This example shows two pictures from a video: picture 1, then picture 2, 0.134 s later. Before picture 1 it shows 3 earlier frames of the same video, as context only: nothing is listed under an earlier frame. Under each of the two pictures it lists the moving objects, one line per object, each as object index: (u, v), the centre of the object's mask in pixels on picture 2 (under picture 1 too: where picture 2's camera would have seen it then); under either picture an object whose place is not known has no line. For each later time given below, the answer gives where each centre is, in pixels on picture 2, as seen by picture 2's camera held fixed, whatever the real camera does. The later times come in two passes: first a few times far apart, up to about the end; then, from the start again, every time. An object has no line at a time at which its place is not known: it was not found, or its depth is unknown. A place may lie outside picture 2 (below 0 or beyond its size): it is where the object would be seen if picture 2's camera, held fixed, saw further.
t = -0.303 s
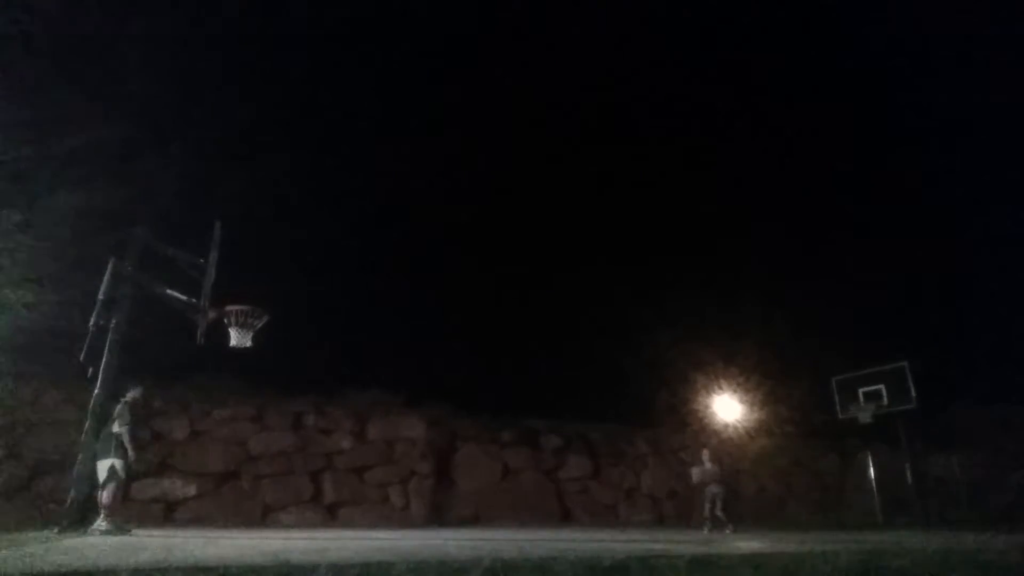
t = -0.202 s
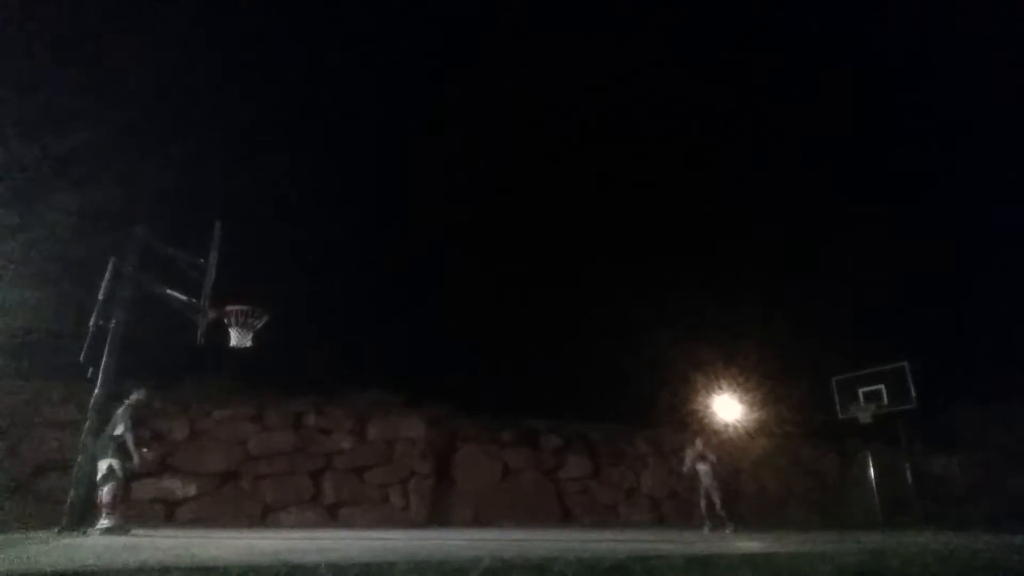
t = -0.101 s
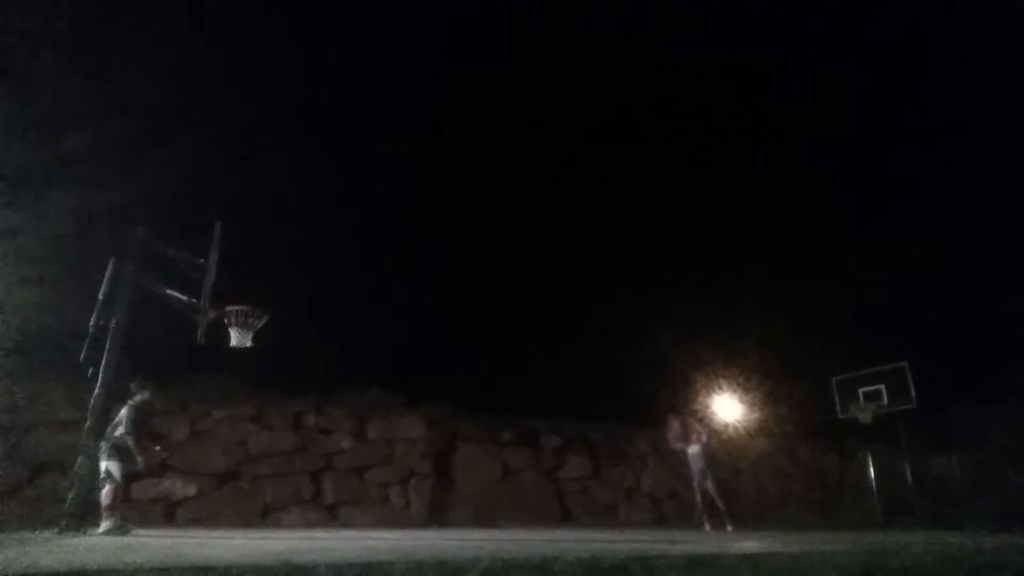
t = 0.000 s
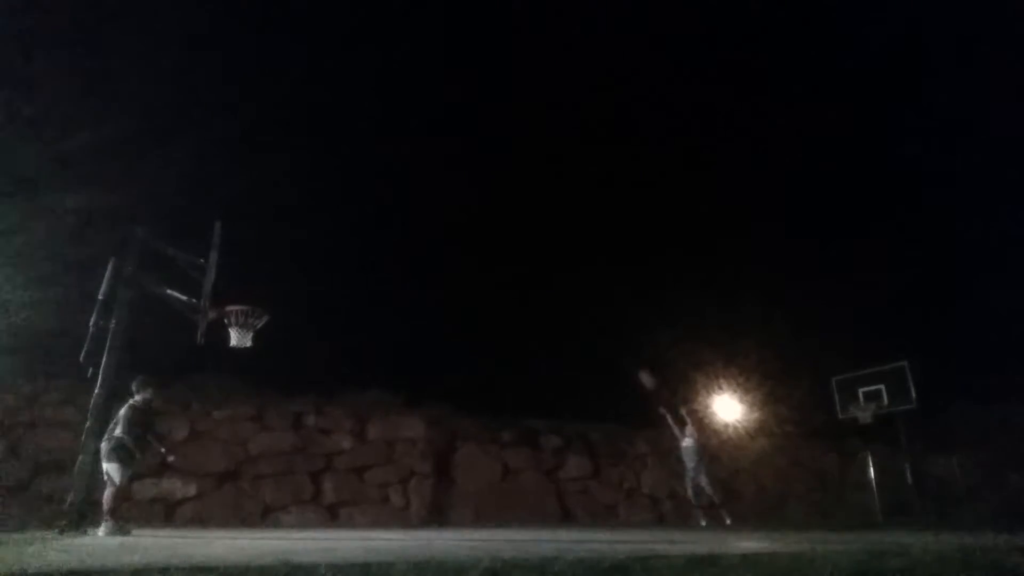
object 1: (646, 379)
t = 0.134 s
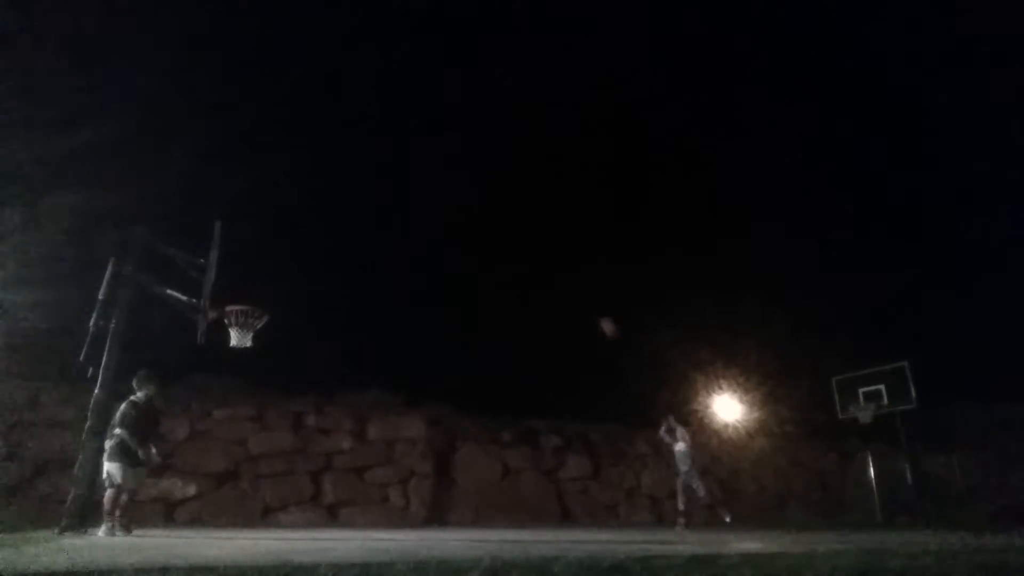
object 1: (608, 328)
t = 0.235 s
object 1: (579, 295)
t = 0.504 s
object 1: (502, 234)
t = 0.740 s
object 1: (429, 215)
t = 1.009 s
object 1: (329, 236)
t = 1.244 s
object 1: (226, 290)
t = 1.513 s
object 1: (271, 241)
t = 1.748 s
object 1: (312, 250)
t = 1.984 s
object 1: (346, 300)
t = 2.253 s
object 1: (381, 415)
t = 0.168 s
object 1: (597, 315)
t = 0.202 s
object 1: (589, 305)
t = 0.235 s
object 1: (579, 295)
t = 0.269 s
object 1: (570, 285)
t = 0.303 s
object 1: (561, 276)
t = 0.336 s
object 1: (550, 268)
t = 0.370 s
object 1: (541, 260)
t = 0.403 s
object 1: (531, 252)
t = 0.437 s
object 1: (522, 245)
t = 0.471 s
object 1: (512, 239)
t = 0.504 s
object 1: (502, 234)
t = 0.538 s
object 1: (492, 229)
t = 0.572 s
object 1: (481, 226)
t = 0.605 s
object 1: (471, 222)
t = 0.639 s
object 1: (461, 219)
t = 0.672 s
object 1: (450, 217)
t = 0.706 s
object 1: (440, 215)
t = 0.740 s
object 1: (429, 215)
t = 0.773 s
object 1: (418, 214)
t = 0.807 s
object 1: (406, 215)
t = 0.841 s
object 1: (394, 217)
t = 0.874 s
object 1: (382, 219)
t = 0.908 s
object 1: (370, 222)
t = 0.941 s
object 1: (356, 226)
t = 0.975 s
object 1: (343, 230)
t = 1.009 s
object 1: (329, 236)
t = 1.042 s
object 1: (315, 243)
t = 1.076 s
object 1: (301, 251)
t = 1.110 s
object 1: (281, 262)
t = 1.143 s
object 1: (269, 270)
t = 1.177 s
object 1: (250, 283)
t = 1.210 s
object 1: (235, 294)
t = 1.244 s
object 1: (226, 290)
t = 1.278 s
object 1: (222, 277)
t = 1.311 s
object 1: (228, 269)
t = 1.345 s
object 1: (235, 262)
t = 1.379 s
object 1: (242, 257)
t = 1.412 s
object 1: (250, 251)
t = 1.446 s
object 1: (257, 247)
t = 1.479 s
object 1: (265, 244)
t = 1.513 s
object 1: (271, 241)
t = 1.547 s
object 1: (277, 240)
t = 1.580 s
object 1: (283, 239)
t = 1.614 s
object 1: (289, 240)
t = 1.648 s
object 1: (295, 241)
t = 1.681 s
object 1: (301, 243)
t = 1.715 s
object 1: (306, 245)
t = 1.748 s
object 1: (312, 250)
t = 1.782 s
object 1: (318, 255)
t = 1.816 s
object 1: (322, 259)
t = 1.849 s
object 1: (327, 266)
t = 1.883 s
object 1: (332, 273)
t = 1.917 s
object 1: (336, 280)
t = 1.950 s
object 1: (341, 290)
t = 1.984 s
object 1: (346, 300)
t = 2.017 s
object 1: (351, 310)
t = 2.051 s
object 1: (355, 322)
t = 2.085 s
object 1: (360, 336)
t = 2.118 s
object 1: (365, 349)
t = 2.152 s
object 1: (369, 364)
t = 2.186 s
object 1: (373, 380)
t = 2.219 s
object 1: (377, 397)
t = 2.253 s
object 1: (381, 415)
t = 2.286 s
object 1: (385, 435)
